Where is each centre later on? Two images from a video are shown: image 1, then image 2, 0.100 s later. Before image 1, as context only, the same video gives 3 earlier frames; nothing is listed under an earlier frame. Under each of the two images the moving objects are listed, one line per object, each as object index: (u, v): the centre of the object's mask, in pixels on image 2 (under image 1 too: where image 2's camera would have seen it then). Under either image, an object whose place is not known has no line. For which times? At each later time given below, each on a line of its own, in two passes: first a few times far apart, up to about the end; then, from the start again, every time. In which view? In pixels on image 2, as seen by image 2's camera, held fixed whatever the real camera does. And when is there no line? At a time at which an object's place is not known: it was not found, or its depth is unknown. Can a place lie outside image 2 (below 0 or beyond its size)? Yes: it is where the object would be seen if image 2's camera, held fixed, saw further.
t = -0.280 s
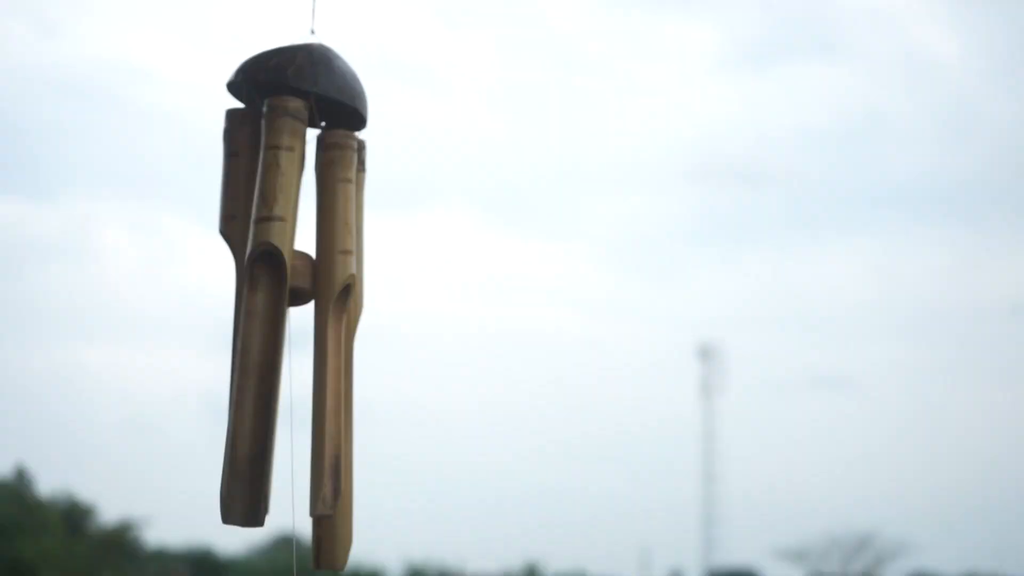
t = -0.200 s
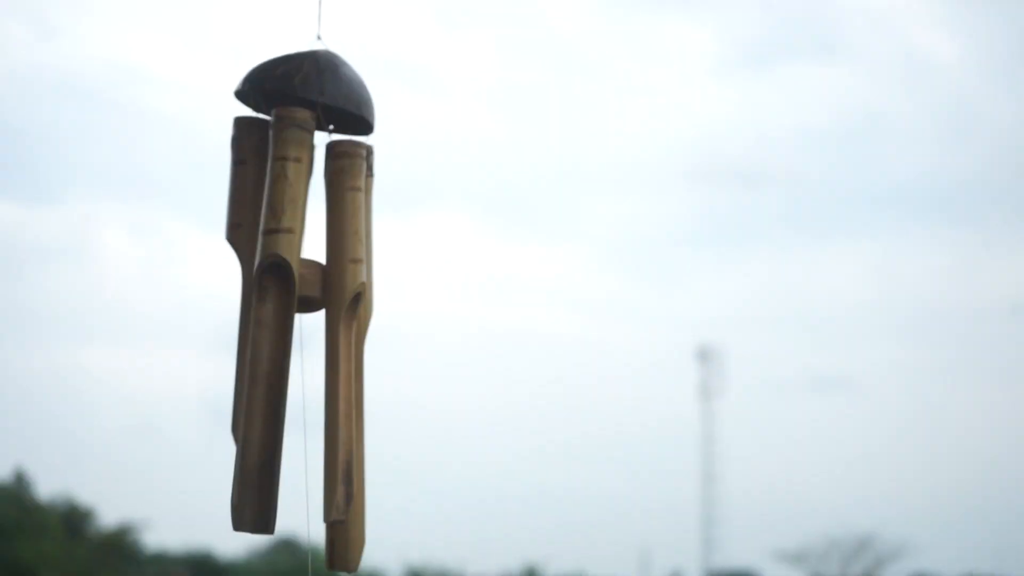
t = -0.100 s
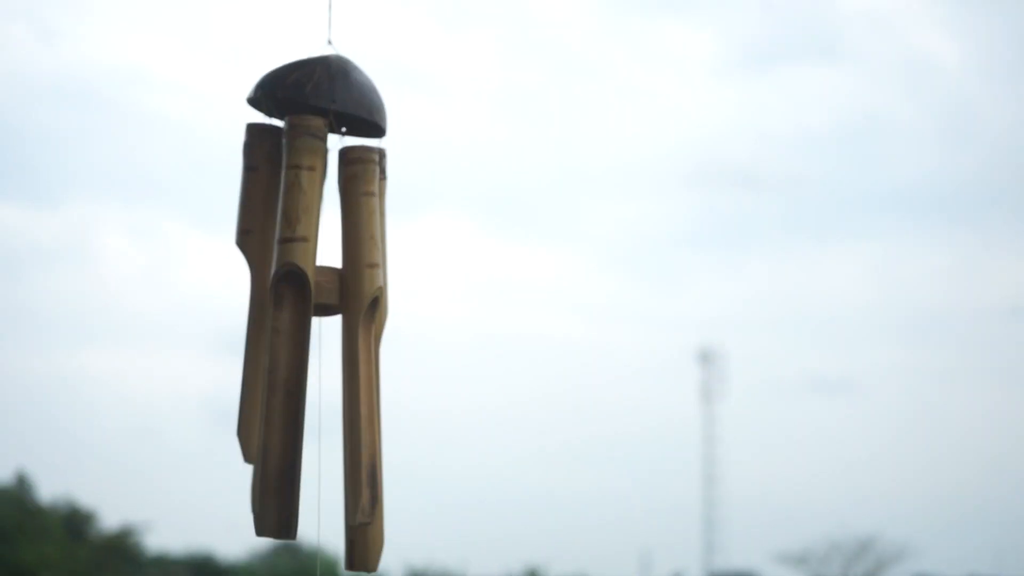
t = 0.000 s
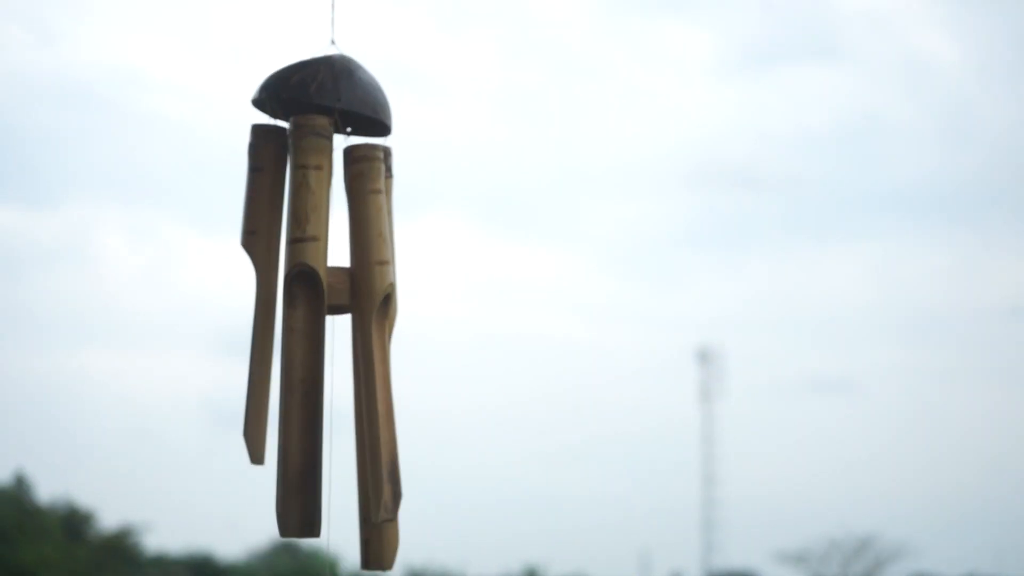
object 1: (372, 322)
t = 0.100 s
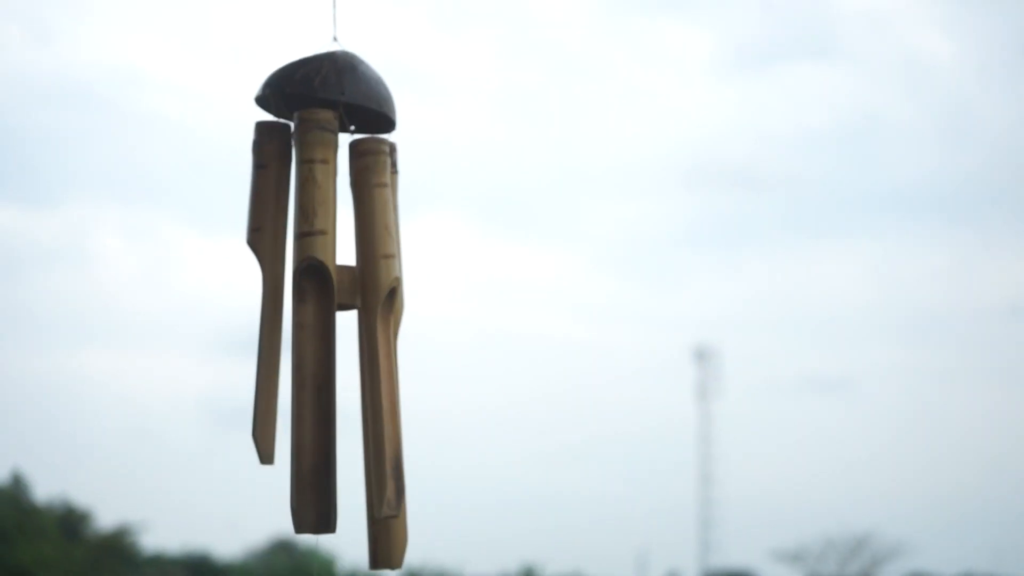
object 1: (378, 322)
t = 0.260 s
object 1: (375, 309)
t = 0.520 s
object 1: (350, 310)
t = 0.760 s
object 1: (318, 324)
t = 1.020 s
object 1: (301, 331)
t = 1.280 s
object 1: (294, 314)
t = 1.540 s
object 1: (256, 306)
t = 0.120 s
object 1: (378, 321)
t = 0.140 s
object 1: (378, 317)
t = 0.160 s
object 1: (378, 312)
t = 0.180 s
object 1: (378, 309)
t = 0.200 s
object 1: (377, 309)
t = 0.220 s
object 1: (377, 309)
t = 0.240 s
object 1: (376, 309)
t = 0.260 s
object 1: (375, 309)
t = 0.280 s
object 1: (374, 309)
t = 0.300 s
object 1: (372, 309)
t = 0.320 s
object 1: (371, 308)
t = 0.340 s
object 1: (369, 307)
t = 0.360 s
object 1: (368, 307)
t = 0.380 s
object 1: (366, 306)
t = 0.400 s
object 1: (364, 305)
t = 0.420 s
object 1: (362, 306)
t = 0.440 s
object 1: (359, 307)
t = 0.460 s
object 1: (357, 307)
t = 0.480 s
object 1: (355, 308)
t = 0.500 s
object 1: (353, 308)
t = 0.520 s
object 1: (350, 310)
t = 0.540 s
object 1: (347, 310)
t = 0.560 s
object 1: (345, 313)
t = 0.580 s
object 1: (343, 313)
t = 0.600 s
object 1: (340, 316)
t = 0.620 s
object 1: (337, 318)
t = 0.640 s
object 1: (335, 318)
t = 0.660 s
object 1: (332, 321)
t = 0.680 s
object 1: (329, 322)
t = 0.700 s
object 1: (326, 323)
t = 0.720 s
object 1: (324, 326)
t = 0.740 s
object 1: (320, 325)
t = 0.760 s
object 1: (318, 324)
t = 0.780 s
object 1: (316, 324)
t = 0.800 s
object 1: (313, 325)
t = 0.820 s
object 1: (311, 327)
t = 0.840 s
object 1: (309, 328)
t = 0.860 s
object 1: (308, 329)
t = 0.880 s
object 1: (307, 328)
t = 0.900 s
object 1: (305, 327)
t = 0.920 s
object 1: (304, 327)
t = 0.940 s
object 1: (304, 327)
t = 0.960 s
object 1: (303, 328)
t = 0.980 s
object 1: (302, 329)
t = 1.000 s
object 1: (300, 331)
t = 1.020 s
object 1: (301, 331)
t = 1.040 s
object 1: (301, 332)
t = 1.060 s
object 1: (302, 334)
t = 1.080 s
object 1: (302, 332)
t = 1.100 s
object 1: (303, 330)
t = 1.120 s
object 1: (303, 328)
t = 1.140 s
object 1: (303, 324)
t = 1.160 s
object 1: (304, 322)
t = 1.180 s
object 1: (303, 320)
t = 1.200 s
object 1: (301, 320)
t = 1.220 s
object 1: (300, 318)
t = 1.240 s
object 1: (298, 317)
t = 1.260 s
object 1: (297, 317)
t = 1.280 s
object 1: (294, 314)
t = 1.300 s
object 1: (291, 313)
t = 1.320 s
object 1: (288, 311)
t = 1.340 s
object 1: (285, 310)
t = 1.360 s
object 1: (283, 308)
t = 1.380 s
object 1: (279, 308)
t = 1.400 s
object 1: (276, 309)
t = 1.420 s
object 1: (274, 308)
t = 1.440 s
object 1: (264, 299)
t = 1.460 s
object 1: (262, 300)
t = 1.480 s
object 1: (260, 301)
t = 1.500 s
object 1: (259, 302)
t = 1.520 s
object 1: (257, 304)
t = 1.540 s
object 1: (256, 306)
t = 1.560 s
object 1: (255, 308)
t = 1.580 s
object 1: (254, 310)
